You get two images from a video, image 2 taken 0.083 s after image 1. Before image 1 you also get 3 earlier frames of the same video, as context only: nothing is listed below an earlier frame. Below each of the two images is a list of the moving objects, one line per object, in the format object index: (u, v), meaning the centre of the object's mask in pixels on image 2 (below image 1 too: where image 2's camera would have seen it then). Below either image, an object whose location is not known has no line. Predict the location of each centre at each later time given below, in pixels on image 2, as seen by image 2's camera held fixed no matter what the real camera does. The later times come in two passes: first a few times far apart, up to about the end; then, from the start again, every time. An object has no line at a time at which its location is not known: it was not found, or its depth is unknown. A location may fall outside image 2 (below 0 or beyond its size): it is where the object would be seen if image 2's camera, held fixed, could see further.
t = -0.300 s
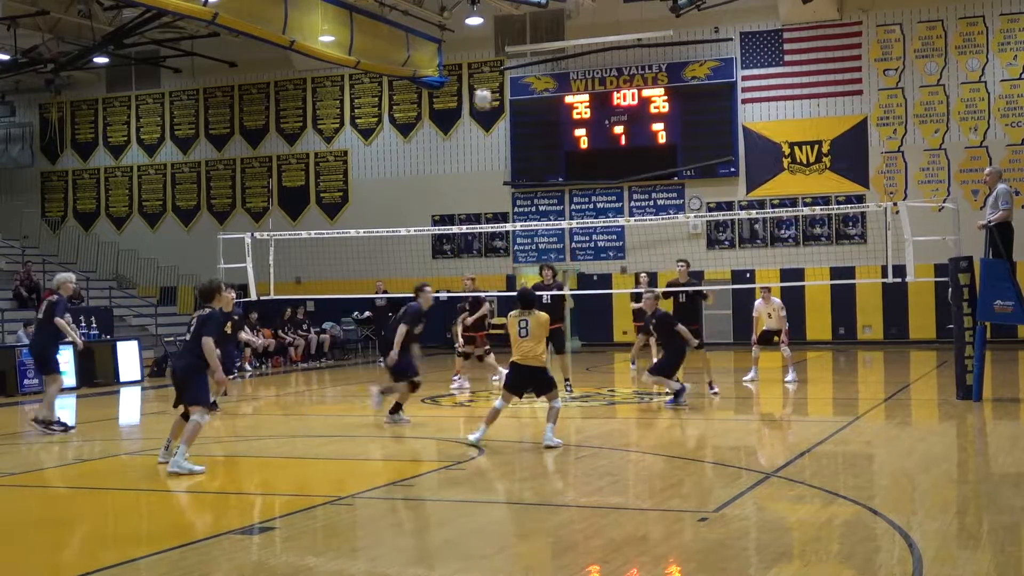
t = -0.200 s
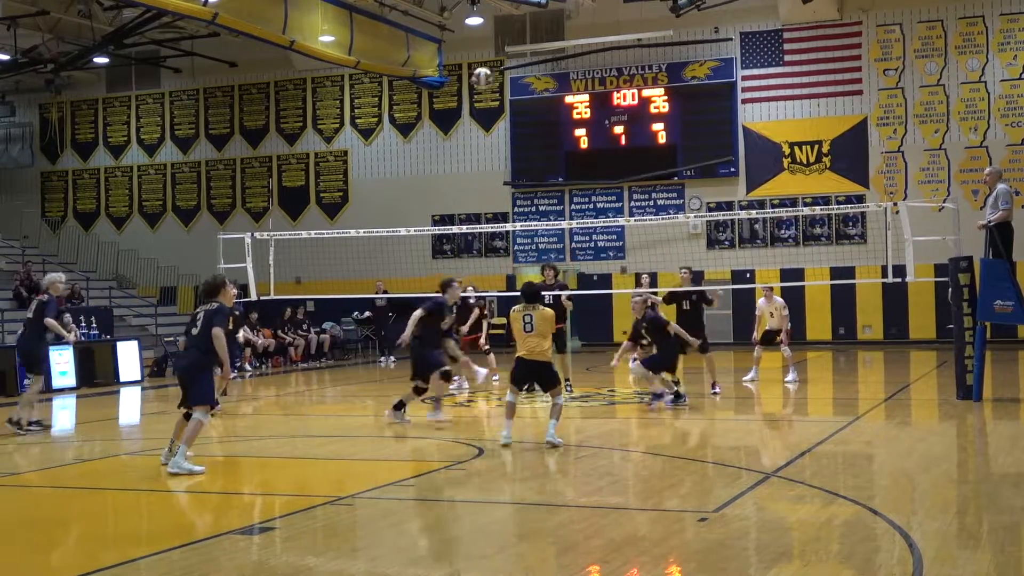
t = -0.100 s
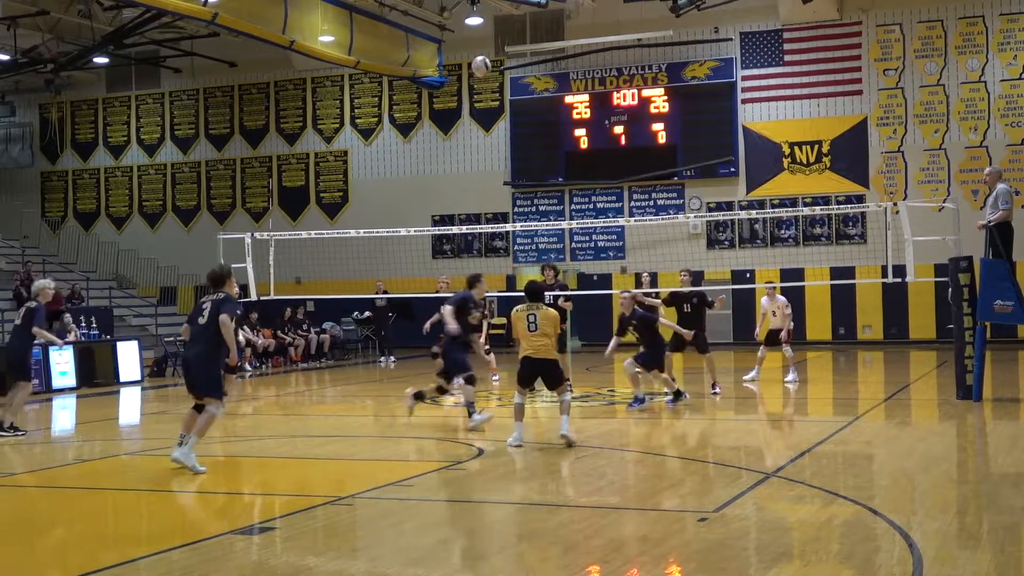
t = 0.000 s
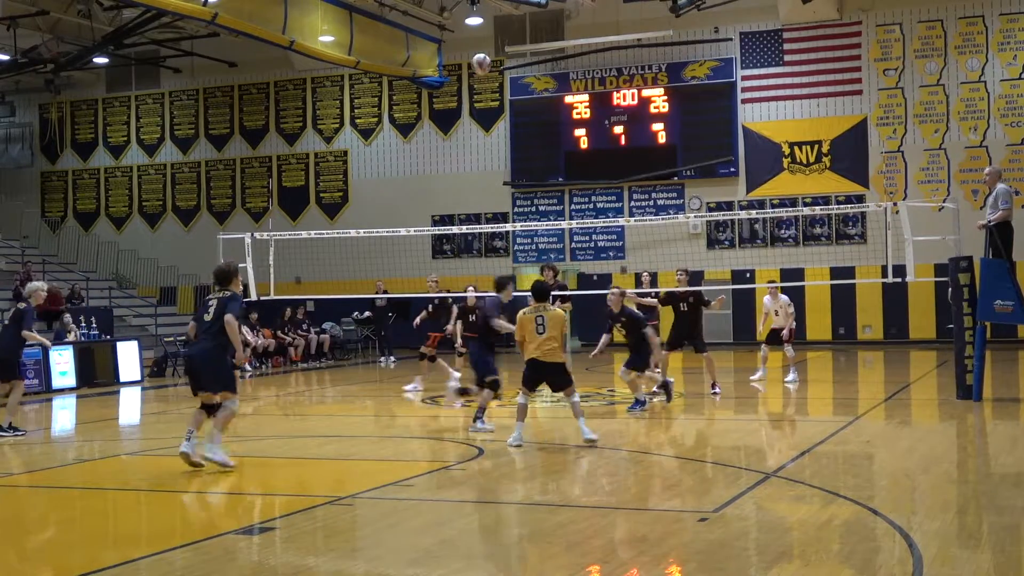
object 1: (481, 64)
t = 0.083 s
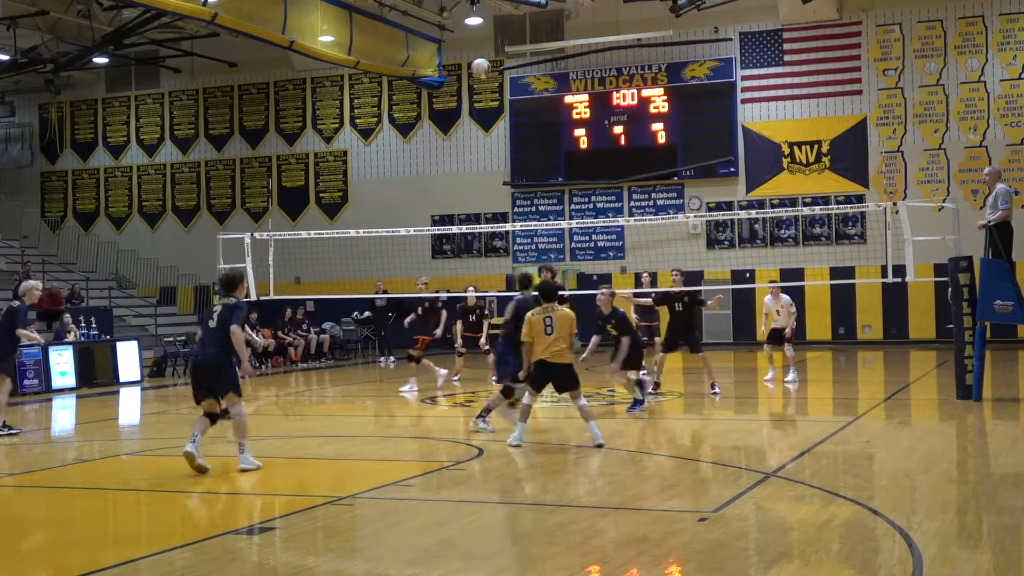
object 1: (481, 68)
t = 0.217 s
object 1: (481, 89)
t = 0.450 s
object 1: (483, 161)
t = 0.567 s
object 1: (486, 215)
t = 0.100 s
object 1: (481, 69)
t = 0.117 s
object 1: (481, 72)
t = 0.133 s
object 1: (481, 74)
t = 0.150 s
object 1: (480, 76)
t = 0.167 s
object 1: (481, 79)
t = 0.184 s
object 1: (480, 82)
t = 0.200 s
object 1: (480, 85)
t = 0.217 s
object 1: (481, 89)
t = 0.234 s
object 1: (481, 92)
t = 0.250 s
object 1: (482, 94)
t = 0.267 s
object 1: (481, 101)
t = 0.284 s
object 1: (481, 106)
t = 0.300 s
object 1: (482, 111)
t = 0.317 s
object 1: (482, 115)
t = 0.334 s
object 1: (483, 119)
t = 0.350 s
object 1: (483, 125)
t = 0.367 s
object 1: (483, 129)
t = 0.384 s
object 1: (482, 135)
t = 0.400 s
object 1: (482, 143)
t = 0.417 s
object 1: (483, 147)
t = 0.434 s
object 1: (483, 154)
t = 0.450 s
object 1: (483, 161)
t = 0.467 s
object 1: (485, 169)
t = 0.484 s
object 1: (485, 174)
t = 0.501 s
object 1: (484, 184)
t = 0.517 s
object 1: (484, 191)
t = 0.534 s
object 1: (485, 197)
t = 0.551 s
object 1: (485, 209)
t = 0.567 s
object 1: (486, 215)
